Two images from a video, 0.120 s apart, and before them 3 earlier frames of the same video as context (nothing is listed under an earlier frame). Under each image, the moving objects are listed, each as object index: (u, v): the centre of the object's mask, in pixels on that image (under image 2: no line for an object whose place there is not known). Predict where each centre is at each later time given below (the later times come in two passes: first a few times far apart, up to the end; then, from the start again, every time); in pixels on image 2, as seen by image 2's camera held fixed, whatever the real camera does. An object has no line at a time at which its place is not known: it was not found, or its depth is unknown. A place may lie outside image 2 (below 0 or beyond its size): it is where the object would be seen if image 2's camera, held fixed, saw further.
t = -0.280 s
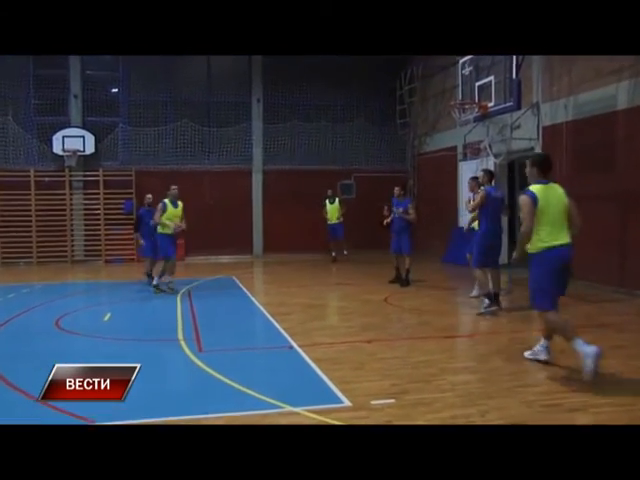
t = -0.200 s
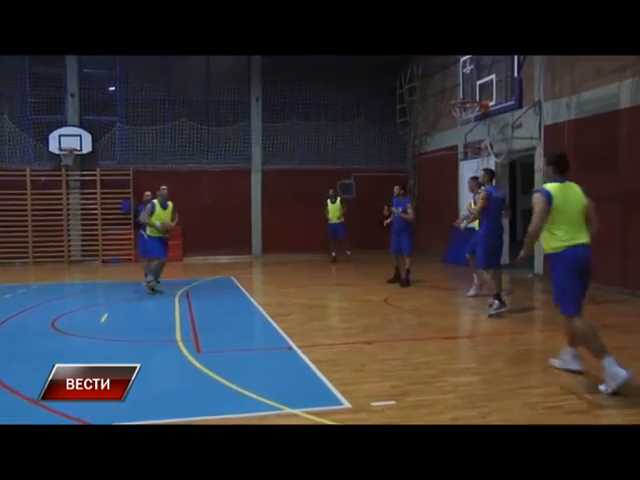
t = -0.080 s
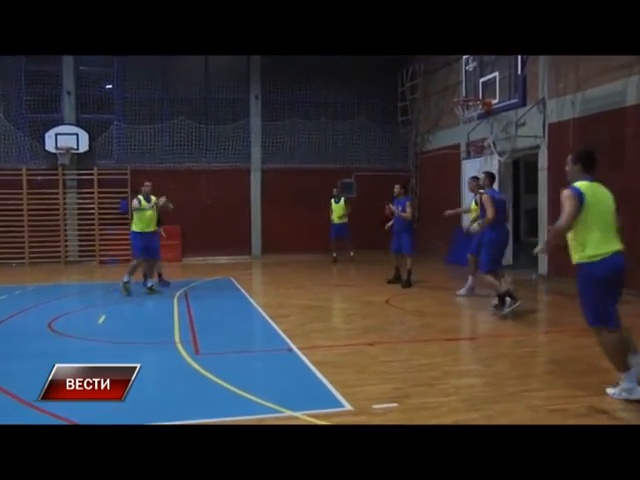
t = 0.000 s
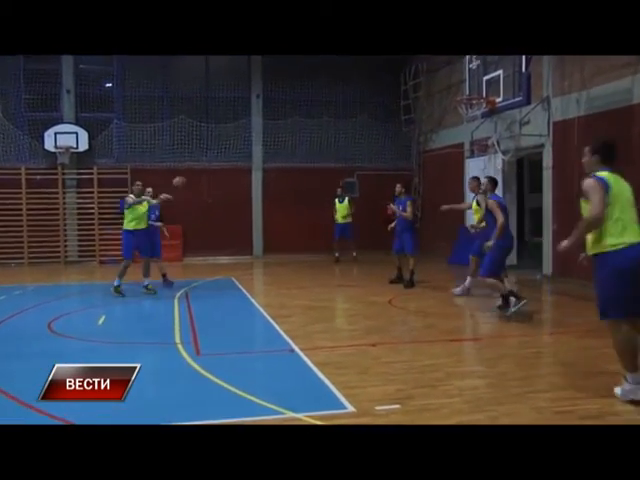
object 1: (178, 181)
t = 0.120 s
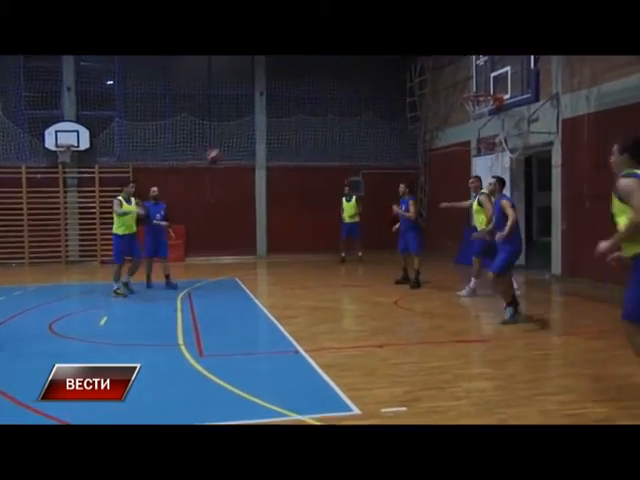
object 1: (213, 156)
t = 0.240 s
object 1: (250, 134)
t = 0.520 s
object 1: (382, 118)
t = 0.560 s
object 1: (409, 123)
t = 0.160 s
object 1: (223, 147)
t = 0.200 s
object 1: (236, 139)
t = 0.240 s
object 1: (250, 134)
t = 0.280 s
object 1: (265, 129)
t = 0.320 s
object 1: (280, 121)
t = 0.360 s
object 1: (297, 119)
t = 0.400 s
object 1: (316, 115)
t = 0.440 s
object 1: (338, 117)
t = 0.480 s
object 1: (360, 116)
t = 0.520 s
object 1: (382, 118)
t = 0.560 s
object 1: (409, 123)
